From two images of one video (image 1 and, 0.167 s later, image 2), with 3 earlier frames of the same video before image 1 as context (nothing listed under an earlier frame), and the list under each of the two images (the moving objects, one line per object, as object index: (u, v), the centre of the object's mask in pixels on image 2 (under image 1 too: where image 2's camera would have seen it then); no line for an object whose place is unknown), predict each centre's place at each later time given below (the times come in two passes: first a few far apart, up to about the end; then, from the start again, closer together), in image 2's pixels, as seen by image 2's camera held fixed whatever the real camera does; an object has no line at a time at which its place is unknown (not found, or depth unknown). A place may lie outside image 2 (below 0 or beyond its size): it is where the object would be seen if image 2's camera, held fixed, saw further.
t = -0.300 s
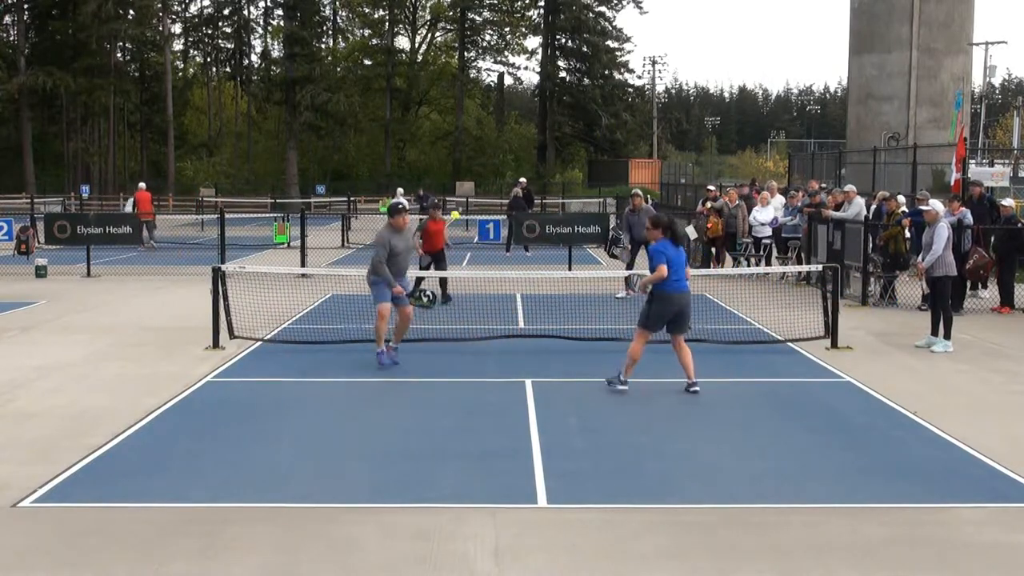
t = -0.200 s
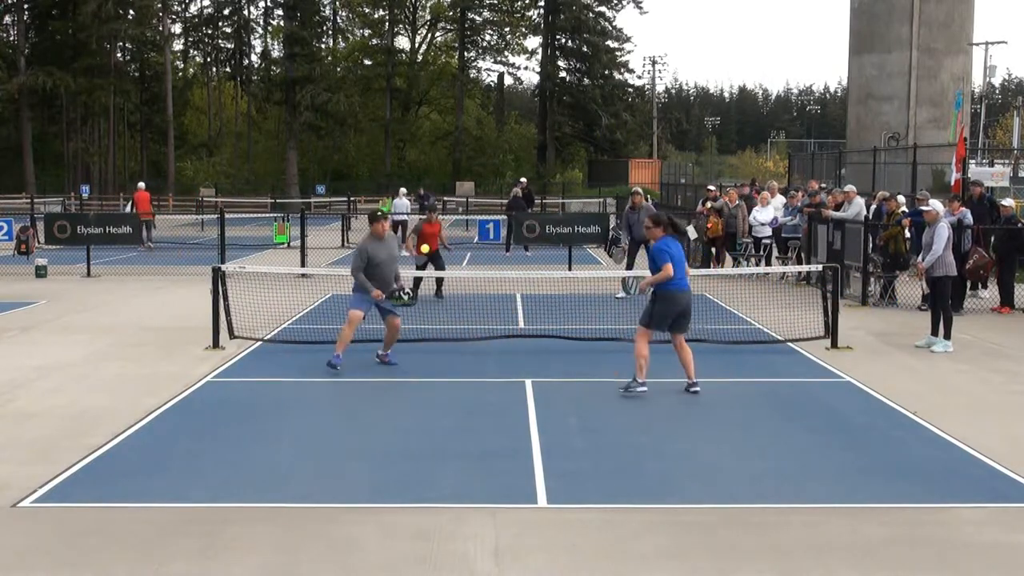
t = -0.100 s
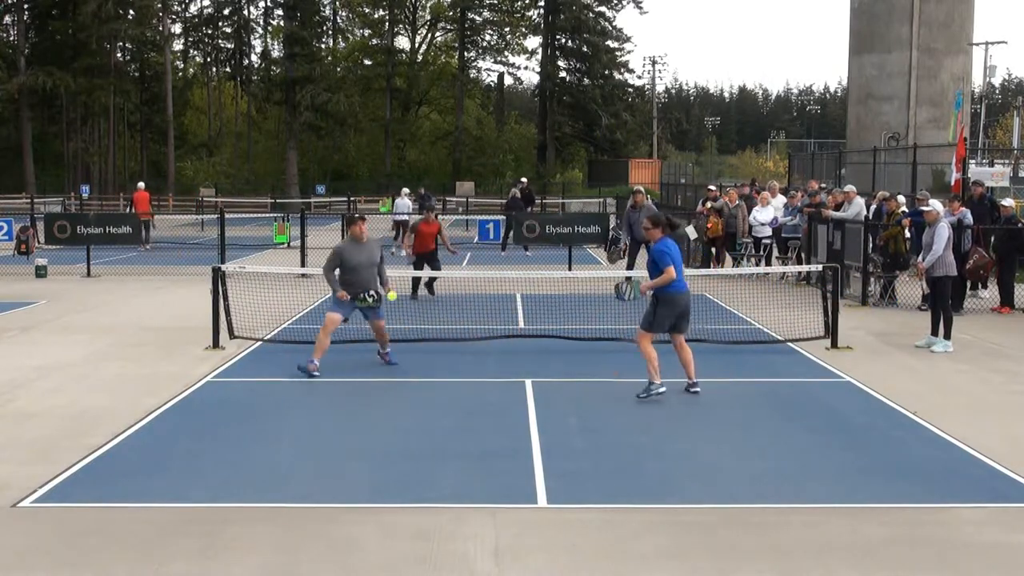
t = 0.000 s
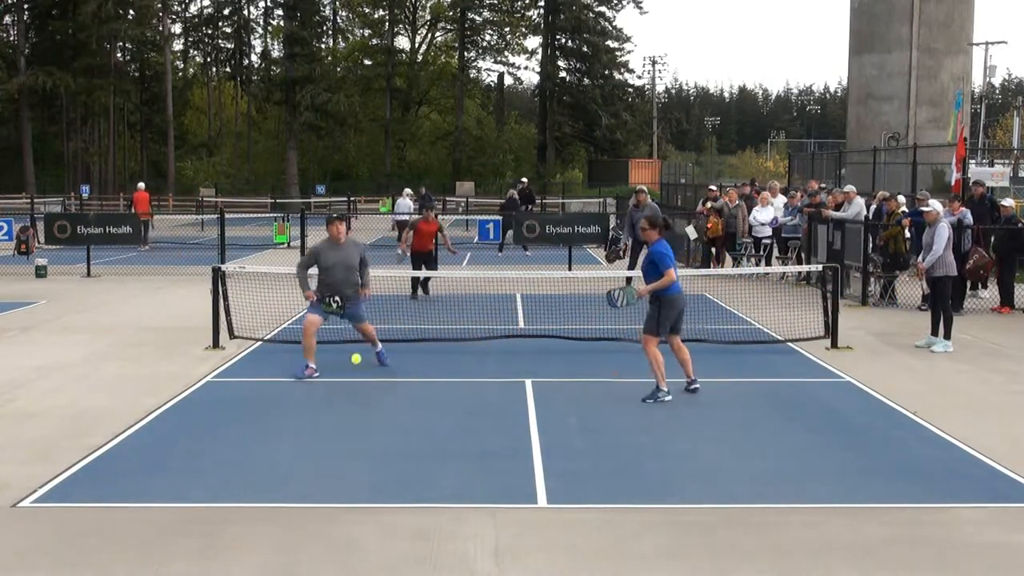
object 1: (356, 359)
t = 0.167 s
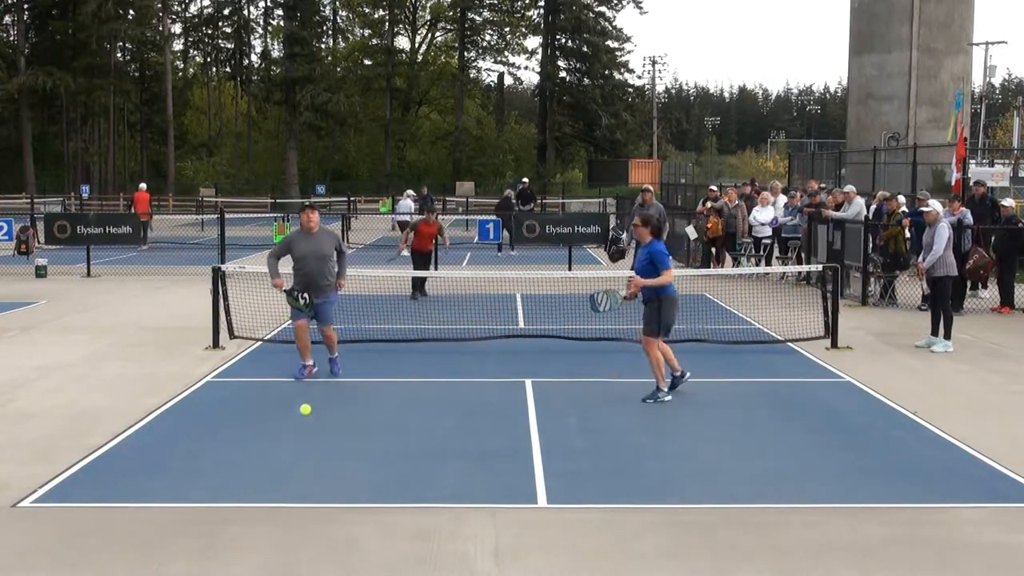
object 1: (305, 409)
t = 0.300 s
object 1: (280, 373)
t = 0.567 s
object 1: (226, 379)
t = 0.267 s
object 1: (286, 380)
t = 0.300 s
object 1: (280, 373)
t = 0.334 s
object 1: (274, 368)
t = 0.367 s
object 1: (267, 364)
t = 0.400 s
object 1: (261, 362)
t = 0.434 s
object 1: (254, 362)
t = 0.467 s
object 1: (247, 364)
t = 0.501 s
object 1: (240, 367)
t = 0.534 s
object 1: (233, 371)
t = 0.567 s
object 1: (226, 379)
